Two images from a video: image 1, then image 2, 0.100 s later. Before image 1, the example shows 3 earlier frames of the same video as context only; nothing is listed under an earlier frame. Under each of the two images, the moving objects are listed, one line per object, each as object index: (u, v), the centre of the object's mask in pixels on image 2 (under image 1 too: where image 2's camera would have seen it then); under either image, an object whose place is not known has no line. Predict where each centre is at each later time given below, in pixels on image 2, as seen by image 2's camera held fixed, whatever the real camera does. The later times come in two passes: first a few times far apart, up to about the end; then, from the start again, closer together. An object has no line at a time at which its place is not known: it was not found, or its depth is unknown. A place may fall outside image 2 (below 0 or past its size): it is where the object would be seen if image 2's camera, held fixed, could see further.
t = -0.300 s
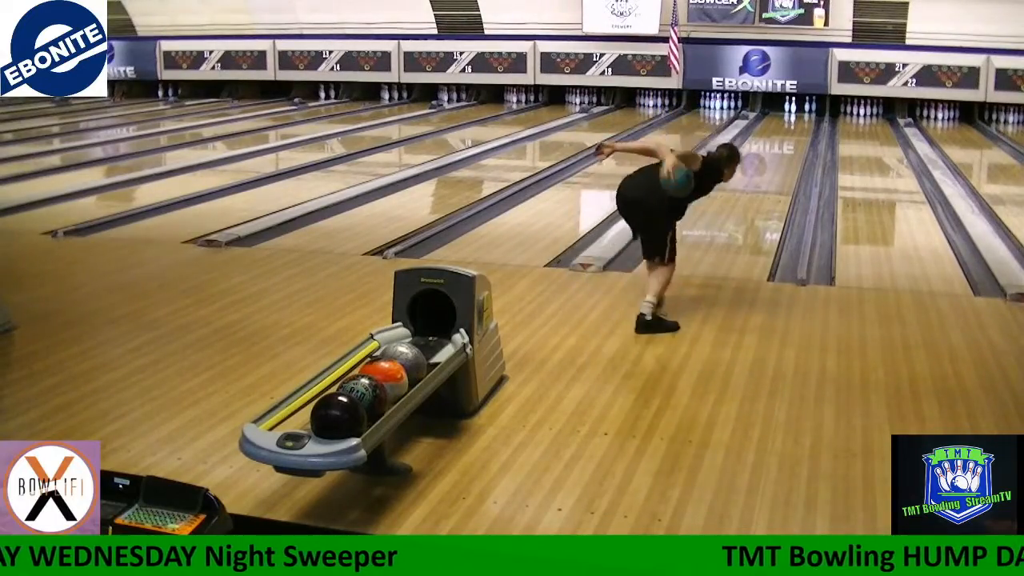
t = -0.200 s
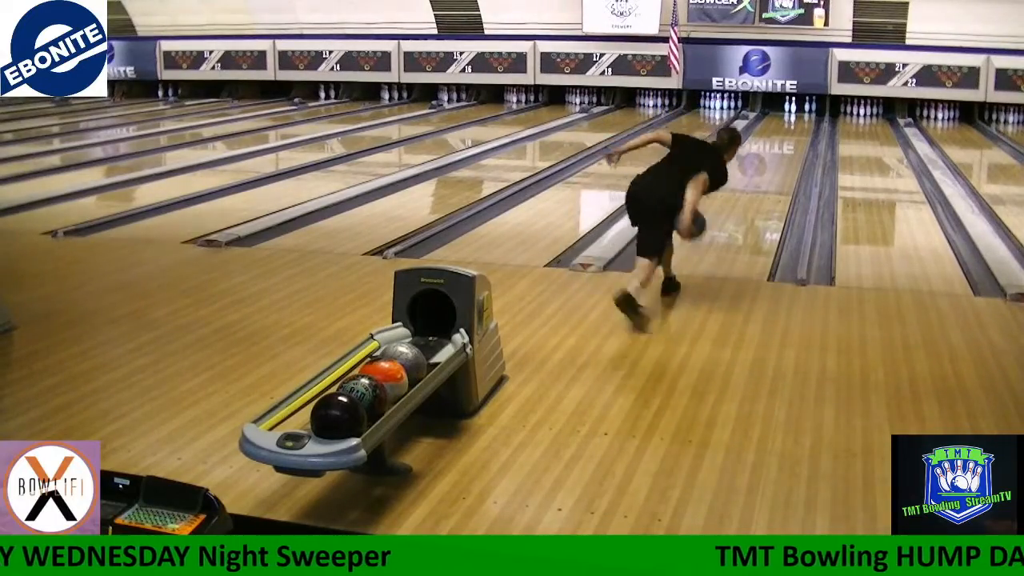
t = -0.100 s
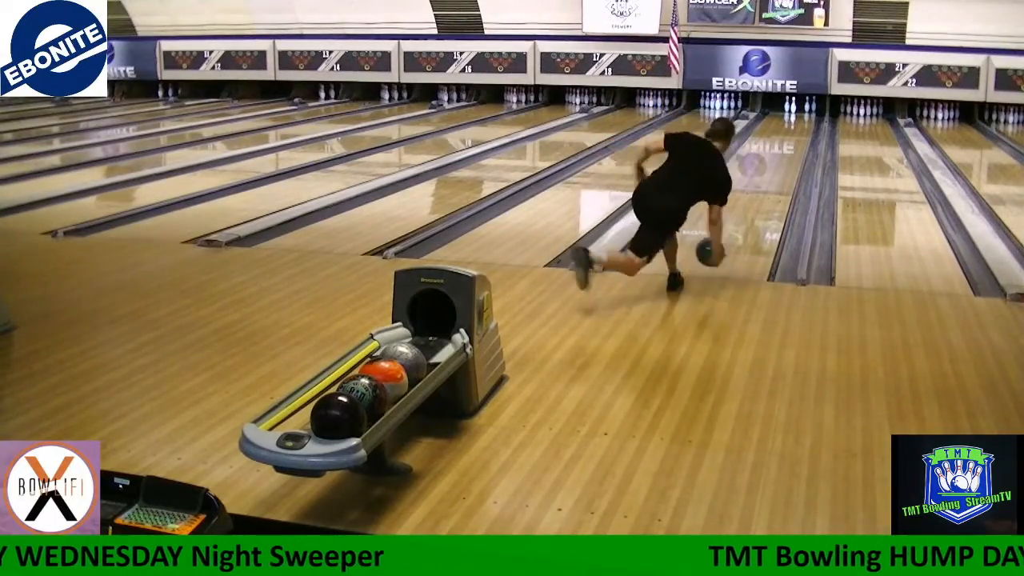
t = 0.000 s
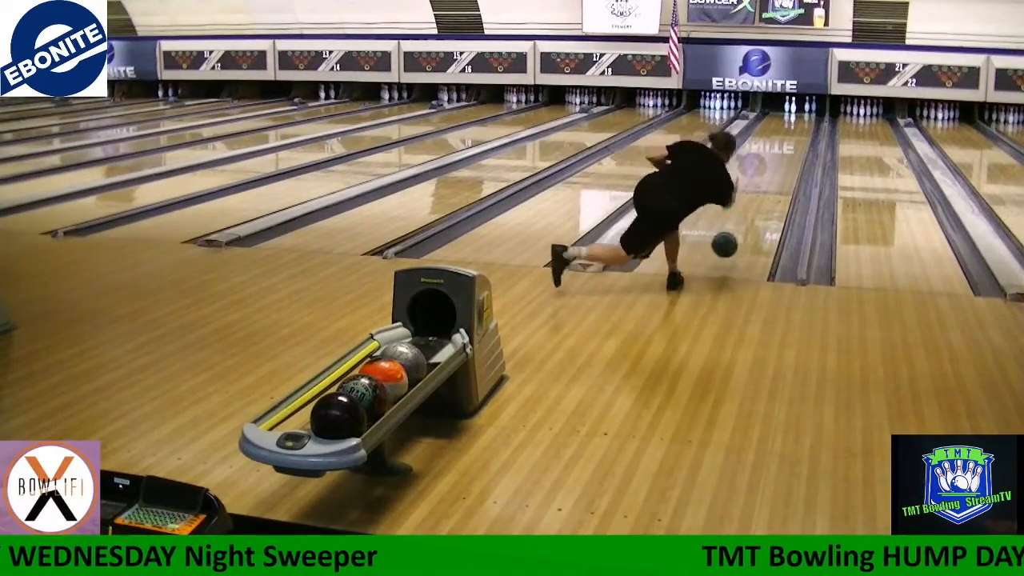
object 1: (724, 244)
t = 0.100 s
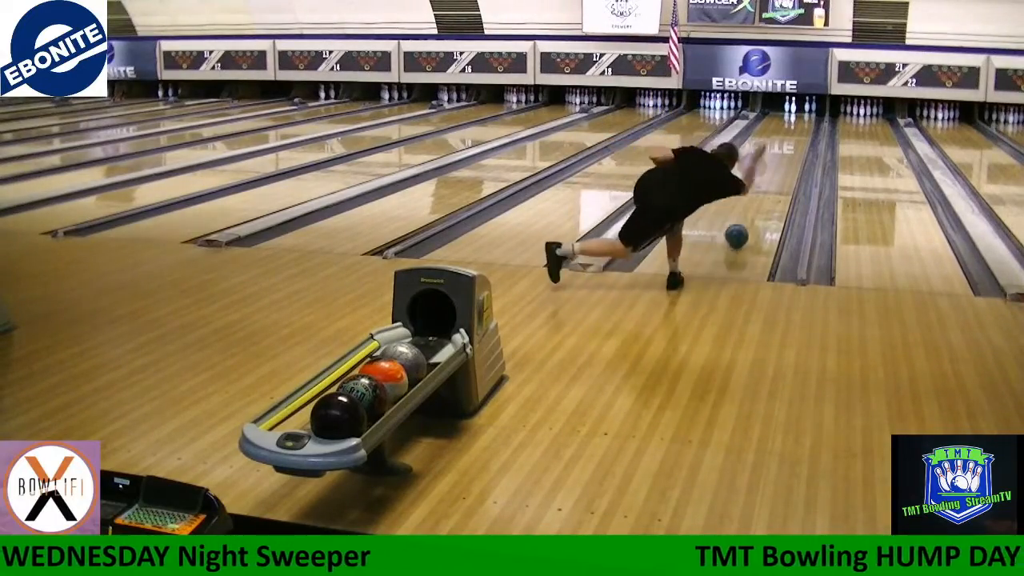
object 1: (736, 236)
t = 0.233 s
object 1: (751, 222)
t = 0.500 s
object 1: (772, 195)
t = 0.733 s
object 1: (780, 170)
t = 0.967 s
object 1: (790, 152)
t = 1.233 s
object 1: (797, 139)
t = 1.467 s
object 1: (799, 130)
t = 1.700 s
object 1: (799, 123)
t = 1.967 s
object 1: (796, 118)
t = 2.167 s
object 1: (791, 116)
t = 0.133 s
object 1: (740, 230)
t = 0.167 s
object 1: (744, 226)
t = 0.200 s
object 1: (747, 222)
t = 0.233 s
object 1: (751, 222)
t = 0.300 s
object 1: (756, 209)
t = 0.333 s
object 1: (758, 205)
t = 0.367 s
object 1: (761, 201)
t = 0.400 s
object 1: (763, 197)
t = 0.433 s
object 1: (767, 195)
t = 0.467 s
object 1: (771, 198)
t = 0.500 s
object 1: (772, 195)
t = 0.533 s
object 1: (772, 186)
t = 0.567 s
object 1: (774, 182)
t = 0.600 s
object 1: (776, 178)
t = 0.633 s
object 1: (777, 176)
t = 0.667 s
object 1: (778, 173)
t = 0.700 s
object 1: (780, 171)
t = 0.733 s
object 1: (780, 170)
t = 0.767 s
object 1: (783, 165)
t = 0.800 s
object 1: (784, 163)
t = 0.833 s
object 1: (786, 161)
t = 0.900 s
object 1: (788, 156)
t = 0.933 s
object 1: (789, 155)
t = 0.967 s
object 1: (790, 152)
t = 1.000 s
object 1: (791, 151)
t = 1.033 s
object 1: (792, 149)
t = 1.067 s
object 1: (793, 148)
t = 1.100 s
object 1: (794, 146)
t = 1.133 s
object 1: (794, 145)
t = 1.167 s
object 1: (795, 143)
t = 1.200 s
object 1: (795, 141)
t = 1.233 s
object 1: (797, 139)
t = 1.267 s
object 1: (797, 138)
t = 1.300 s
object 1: (797, 137)
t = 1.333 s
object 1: (798, 135)
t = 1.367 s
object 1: (798, 134)
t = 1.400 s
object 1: (799, 133)
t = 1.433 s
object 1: (798, 132)
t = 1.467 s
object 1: (799, 130)
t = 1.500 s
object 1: (799, 130)
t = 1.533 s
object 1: (799, 129)
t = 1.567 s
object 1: (799, 128)
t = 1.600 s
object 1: (799, 125)
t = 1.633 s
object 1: (799, 125)
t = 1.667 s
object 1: (799, 123)
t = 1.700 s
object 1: (799, 123)
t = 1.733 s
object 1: (799, 122)
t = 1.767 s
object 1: (798, 121)
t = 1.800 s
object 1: (798, 120)
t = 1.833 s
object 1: (798, 120)
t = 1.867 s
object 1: (798, 119)
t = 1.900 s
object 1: (797, 118)
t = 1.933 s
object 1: (796, 118)
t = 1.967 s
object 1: (796, 118)
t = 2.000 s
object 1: (795, 117)
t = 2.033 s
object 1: (795, 117)
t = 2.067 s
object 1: (795, 117)
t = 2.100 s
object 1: (792, 116)
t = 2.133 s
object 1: (790, 116)
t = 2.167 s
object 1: (791, 116)
